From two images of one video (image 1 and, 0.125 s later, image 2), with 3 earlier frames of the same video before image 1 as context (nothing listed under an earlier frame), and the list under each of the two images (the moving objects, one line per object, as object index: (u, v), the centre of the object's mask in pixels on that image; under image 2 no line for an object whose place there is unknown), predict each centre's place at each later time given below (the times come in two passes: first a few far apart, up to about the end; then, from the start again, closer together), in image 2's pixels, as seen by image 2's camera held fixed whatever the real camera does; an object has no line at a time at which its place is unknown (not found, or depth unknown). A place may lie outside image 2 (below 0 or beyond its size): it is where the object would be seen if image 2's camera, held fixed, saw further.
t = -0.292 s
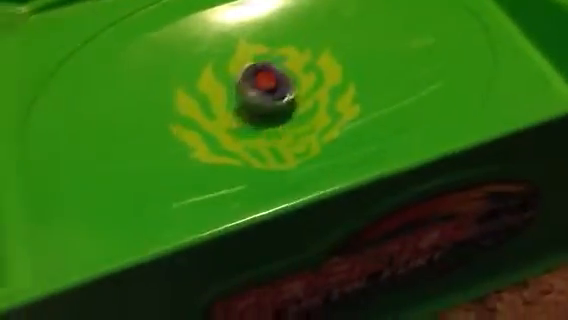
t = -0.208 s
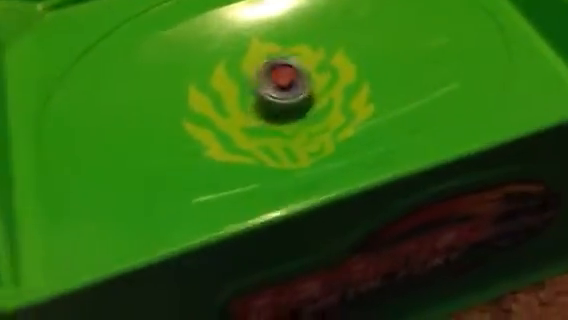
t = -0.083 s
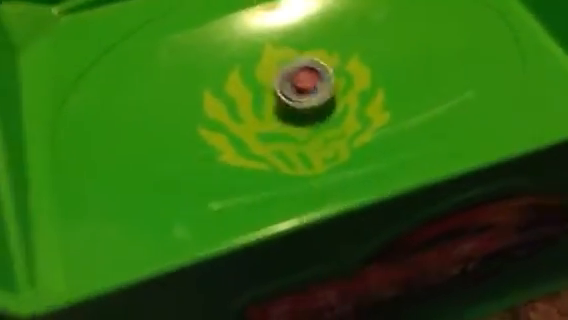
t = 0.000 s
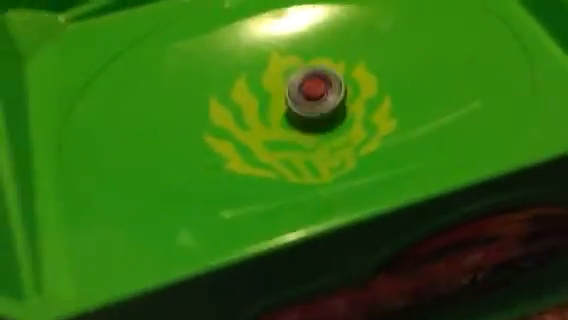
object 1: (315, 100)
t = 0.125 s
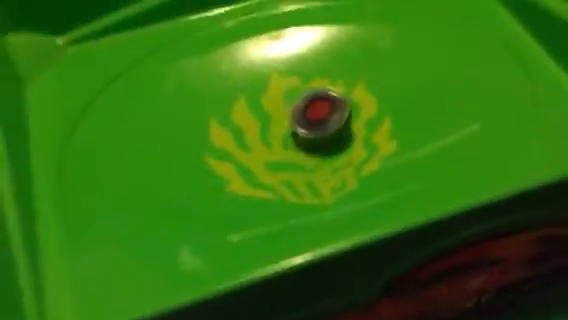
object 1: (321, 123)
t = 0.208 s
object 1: (324, 126)
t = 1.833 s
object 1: (313, 126)
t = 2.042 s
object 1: (303, 134)
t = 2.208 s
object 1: (291, 134)
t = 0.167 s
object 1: (322, 124)
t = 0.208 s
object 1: (324, 126)
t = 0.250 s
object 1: (324, 127)
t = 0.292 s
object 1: (325, 128)
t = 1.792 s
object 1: (313, 124)
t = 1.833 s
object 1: (313, 126)
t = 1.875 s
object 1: (311, 128)
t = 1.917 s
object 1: (310, 129)
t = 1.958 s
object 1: (308, 131)
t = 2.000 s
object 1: (306, 133)
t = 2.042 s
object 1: (303, 134)
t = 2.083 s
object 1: (299, 134)
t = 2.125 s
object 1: (296, 135)
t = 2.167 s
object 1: (293, 135)
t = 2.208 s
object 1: (291, 134)
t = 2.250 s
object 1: (289, 134)
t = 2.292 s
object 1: (287, 132)
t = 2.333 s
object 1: (285, 131)
